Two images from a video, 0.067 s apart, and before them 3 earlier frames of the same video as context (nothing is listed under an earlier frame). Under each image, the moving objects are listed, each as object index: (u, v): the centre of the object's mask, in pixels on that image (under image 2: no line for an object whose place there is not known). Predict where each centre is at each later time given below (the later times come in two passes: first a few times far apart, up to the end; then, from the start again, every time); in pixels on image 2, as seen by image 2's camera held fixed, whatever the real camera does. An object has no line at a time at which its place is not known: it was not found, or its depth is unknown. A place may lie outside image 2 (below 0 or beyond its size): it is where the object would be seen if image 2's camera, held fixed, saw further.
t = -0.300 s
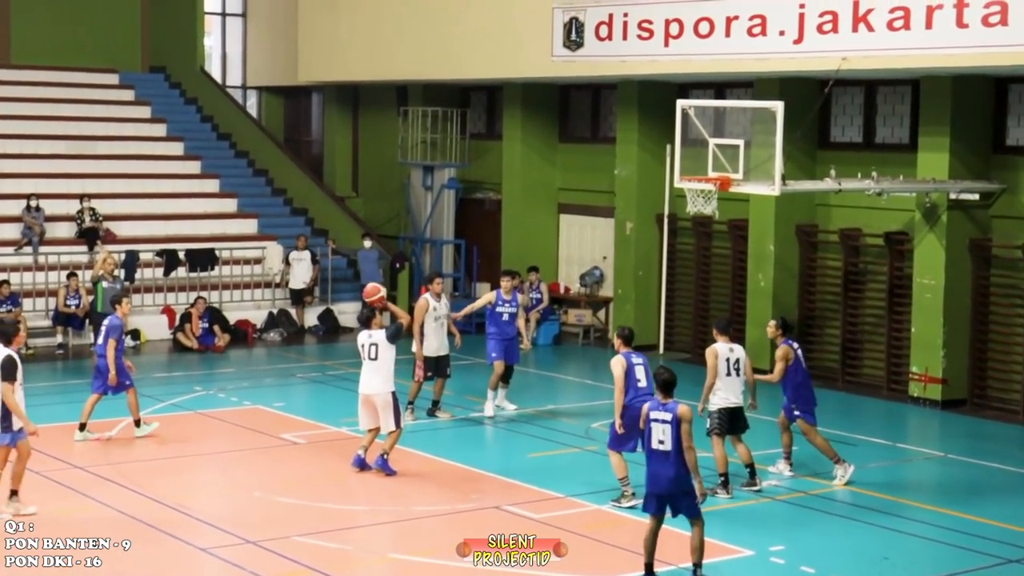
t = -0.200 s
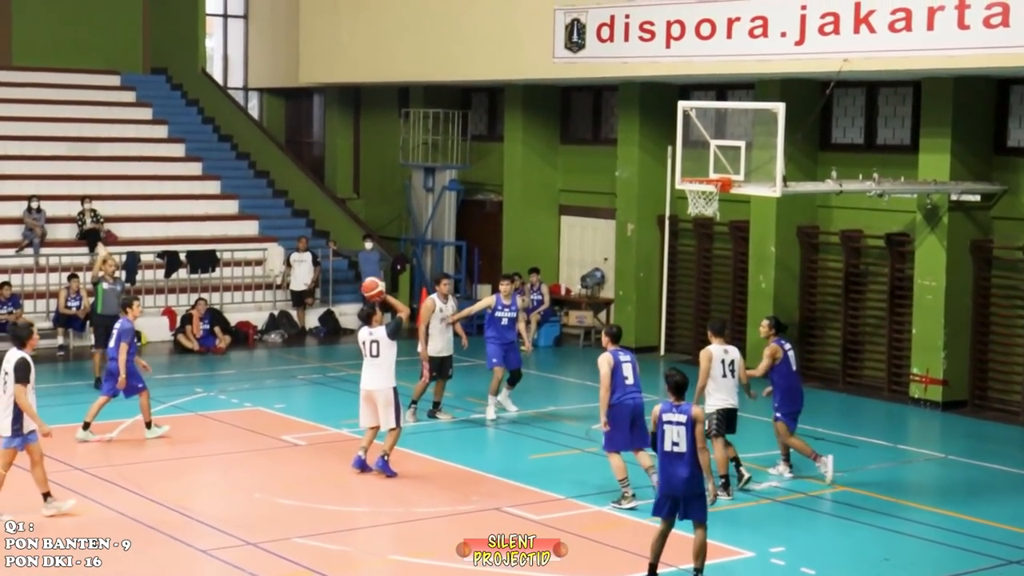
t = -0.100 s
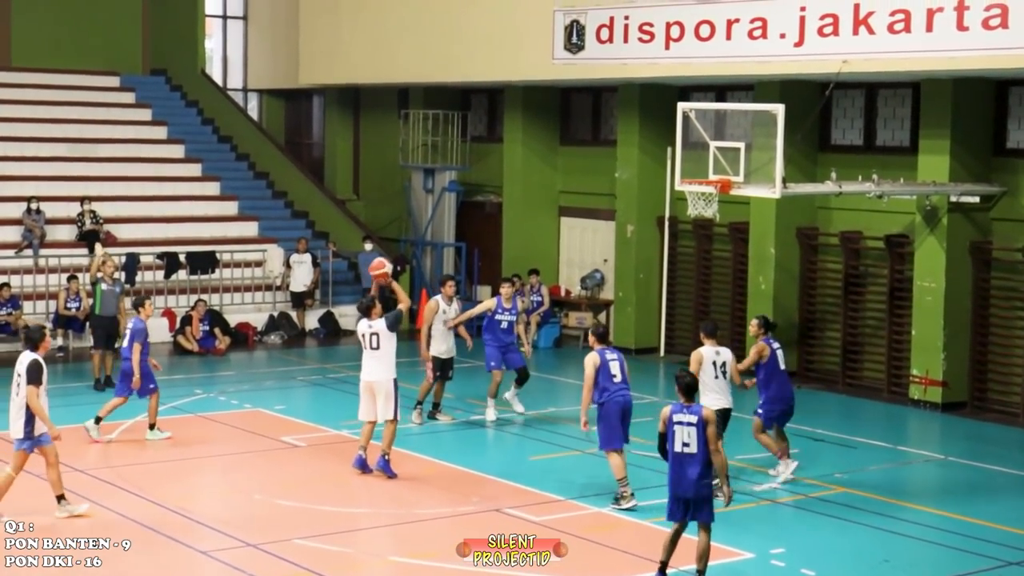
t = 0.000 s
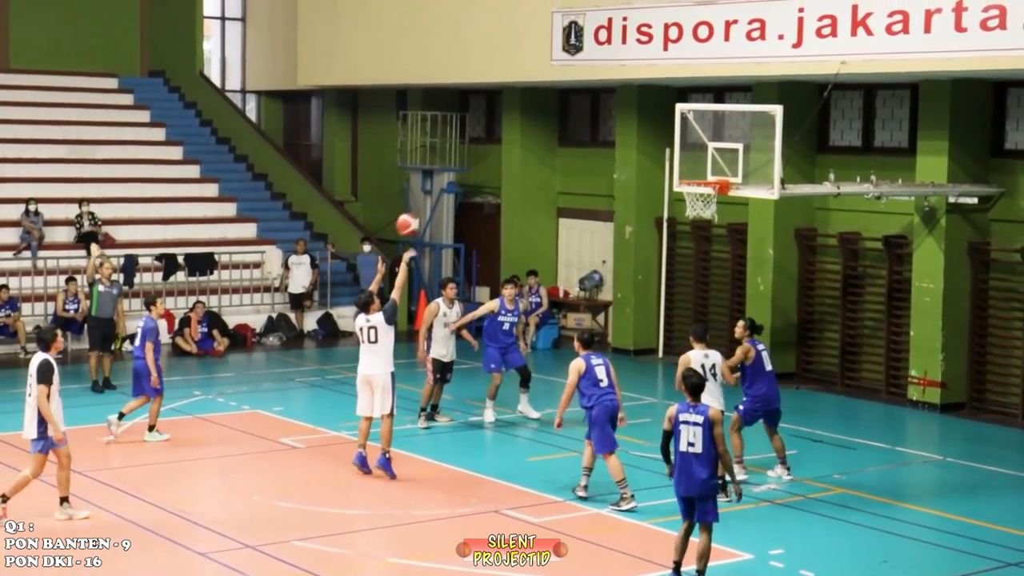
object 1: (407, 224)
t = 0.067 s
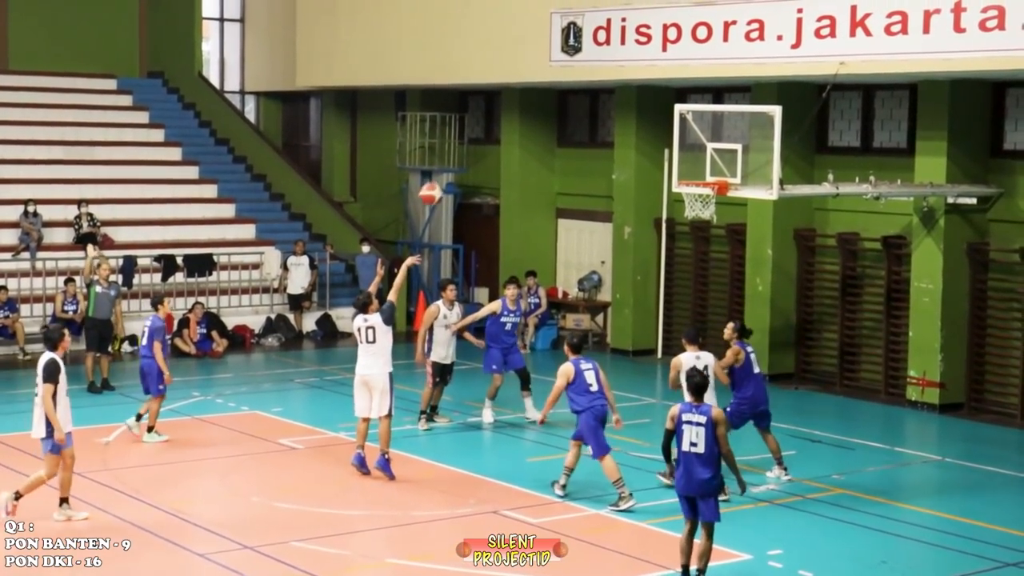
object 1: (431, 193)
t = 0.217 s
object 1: (483, 140)
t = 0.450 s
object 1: (558, 99)
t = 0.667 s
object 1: (622, 105)
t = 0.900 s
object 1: (686, 154)
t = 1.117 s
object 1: (697, 173)
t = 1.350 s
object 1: (701, 157)
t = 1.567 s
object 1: (699, 171)
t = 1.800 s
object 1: (689, 166)
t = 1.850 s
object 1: (687, 170)
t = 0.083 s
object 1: (436, 186)
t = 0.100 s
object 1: (442, 180)
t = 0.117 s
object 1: (448, 173)
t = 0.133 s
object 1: (454, 167)
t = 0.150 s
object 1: (460, 161)
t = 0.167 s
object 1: (466, 155)
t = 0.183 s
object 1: (472, 150)
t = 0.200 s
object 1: (477, 144)
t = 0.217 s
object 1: (483, 140)
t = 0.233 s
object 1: (489, 135)
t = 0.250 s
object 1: (494, 131)
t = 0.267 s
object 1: (500, 127)
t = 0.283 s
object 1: (505, 123)
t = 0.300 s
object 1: (511, 119)
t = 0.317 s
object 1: (516, 115)
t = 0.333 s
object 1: (521, 113)
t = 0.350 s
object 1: (527, 110)
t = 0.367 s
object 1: (532, 108)
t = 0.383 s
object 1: (537, 106)
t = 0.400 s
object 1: (542, 104)
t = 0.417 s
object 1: (548, 102)
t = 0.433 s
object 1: (553, 101)
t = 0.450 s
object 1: (558, 99)
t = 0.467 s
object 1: (563, 98)
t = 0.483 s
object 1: (568, 97)
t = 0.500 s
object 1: (573, 97)
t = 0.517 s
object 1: (578, 97)
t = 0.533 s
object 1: (583, 97)
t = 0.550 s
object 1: (588, 97)
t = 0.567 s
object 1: (593, 98)
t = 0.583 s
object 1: (598, 98)
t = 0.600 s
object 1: (603, 98)
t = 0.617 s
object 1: (608, 100)
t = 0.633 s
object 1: (613, 101)
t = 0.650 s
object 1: (617, 103)
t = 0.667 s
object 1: (622, 105)
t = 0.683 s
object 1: (627, 107)
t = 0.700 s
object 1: (631, 109)
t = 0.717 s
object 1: (636, 112)
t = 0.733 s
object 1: (641, 114)
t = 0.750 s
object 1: (645, 117)
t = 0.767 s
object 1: (650, 120)
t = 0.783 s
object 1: (654, 124)
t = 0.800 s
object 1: (659, 127)
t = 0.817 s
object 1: (663, 131)
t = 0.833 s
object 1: (668, 136)
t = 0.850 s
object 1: (672, 140)
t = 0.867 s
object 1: (676, 145)
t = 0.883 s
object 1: (680, 149)
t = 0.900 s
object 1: (686, 154)
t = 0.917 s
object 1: (689, 158)
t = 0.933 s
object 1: (693, 164)
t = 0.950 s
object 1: (697, 170)
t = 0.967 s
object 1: (701, 174)
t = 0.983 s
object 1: (702, 177)
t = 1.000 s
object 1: (700, 178)
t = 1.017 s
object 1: (697, 180)
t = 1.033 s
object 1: (695, 181)
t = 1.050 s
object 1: (695, 178)
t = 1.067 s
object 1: (695, 176)
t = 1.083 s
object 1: (696, 174)
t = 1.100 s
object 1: (697, 173)
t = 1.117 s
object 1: (697, 173)
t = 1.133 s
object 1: (698, 172)
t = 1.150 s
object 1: (698, 169)
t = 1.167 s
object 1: (698, 167)
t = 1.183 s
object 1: (699, 165)
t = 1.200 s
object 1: (699, 163)
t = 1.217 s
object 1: (699, 161)
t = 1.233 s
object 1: (700, 160)
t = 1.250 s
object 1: (700, 159)
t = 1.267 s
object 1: (700, 158)
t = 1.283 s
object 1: (700, 157)
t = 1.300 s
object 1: (700, 157)
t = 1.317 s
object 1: (701, 157)
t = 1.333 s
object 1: (701, 156)
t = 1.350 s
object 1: (701, 157)
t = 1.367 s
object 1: (701, 157)
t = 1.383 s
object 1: (701, 158)
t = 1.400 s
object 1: (701, 158)
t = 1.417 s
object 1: (701, 158)
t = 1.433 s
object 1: (701, 159)
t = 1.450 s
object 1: (700, 160)
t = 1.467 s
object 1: (700, 161)
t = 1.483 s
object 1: (700, 162)
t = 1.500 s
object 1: (700, 164)
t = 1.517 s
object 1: (700, 166)
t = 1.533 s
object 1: (699, 167)
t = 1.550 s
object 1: (699, 169)
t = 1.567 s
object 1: (699, 171)
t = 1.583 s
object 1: (698, 169)
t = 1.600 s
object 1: (698, 168)
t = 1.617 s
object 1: (697, 167)
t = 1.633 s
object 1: (696, 165)
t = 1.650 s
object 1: (695, 164)
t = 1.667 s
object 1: (695, 164)
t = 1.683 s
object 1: (694, 163)
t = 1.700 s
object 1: (693, 163)
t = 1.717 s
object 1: (692, 163)
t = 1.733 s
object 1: (692, 163)
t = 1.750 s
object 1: (691, 163)
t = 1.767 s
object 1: (690, 164)
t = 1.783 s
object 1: (689, 165)
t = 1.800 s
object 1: (689, 166)
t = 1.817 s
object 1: (688, 167)
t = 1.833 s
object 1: (687, 168)
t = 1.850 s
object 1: (687, 170)
